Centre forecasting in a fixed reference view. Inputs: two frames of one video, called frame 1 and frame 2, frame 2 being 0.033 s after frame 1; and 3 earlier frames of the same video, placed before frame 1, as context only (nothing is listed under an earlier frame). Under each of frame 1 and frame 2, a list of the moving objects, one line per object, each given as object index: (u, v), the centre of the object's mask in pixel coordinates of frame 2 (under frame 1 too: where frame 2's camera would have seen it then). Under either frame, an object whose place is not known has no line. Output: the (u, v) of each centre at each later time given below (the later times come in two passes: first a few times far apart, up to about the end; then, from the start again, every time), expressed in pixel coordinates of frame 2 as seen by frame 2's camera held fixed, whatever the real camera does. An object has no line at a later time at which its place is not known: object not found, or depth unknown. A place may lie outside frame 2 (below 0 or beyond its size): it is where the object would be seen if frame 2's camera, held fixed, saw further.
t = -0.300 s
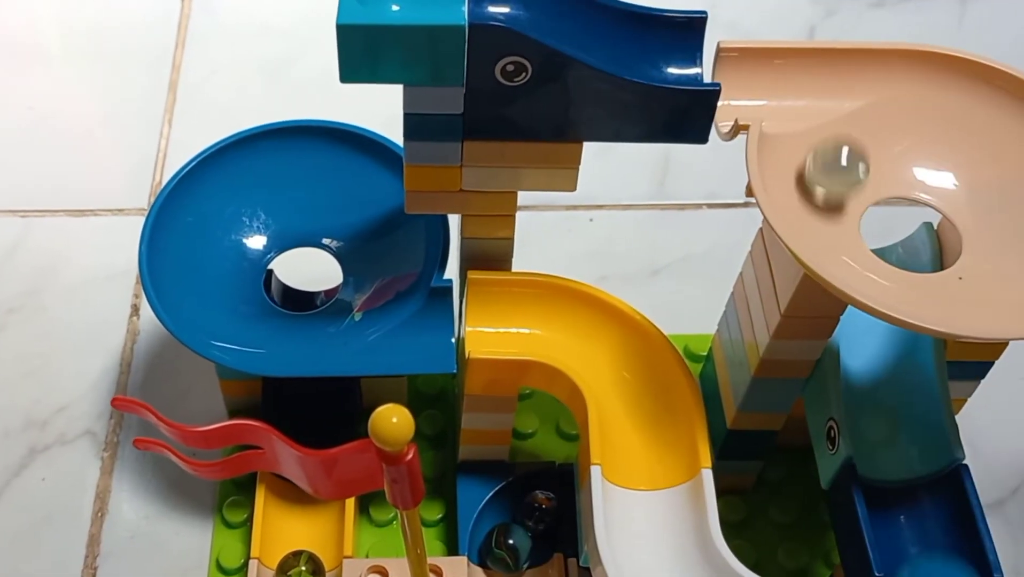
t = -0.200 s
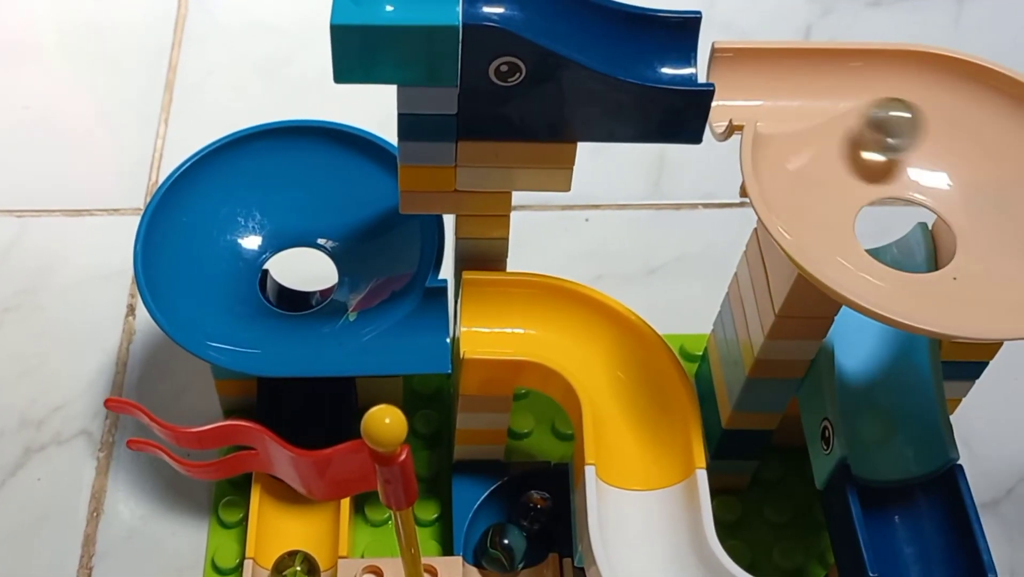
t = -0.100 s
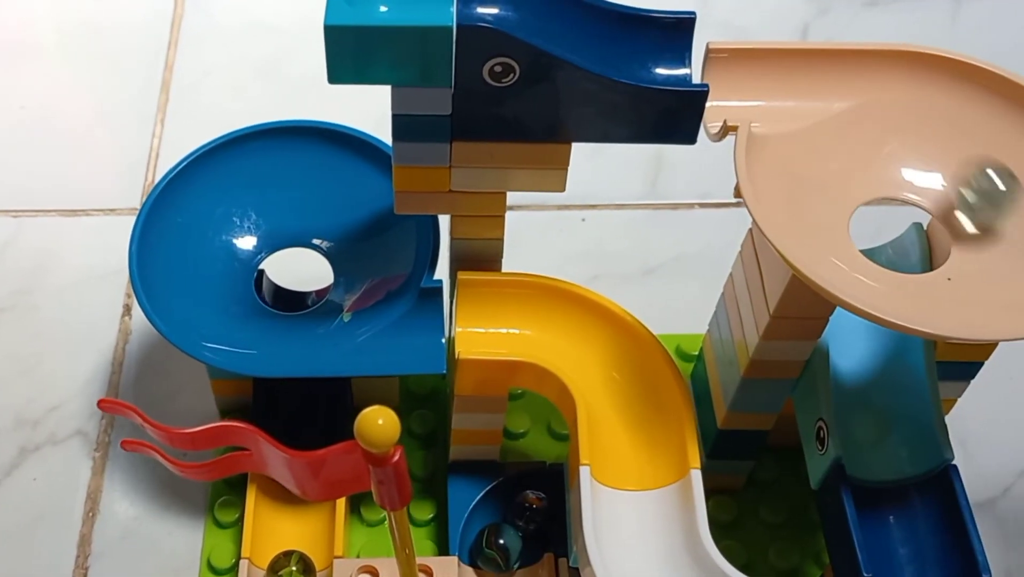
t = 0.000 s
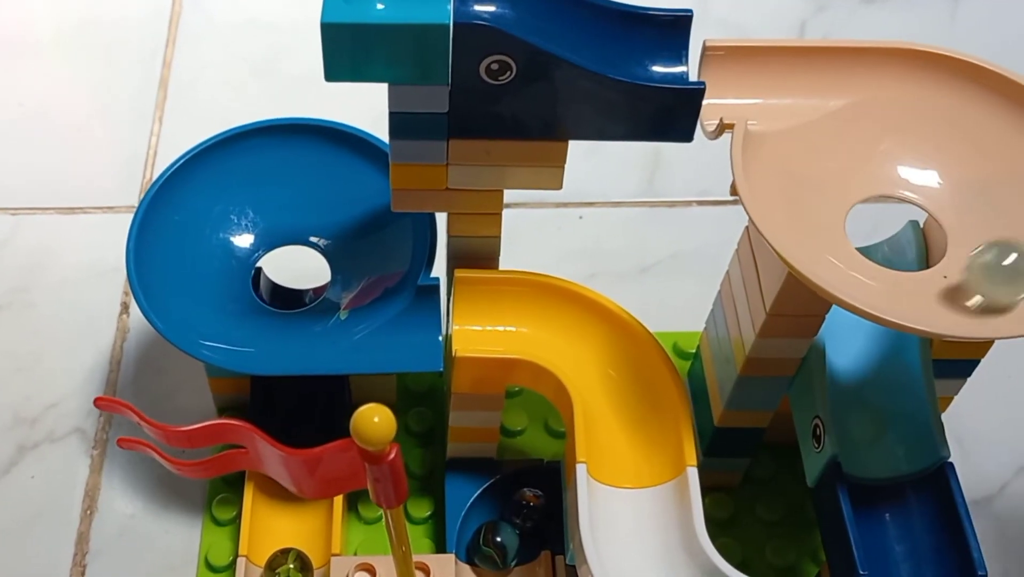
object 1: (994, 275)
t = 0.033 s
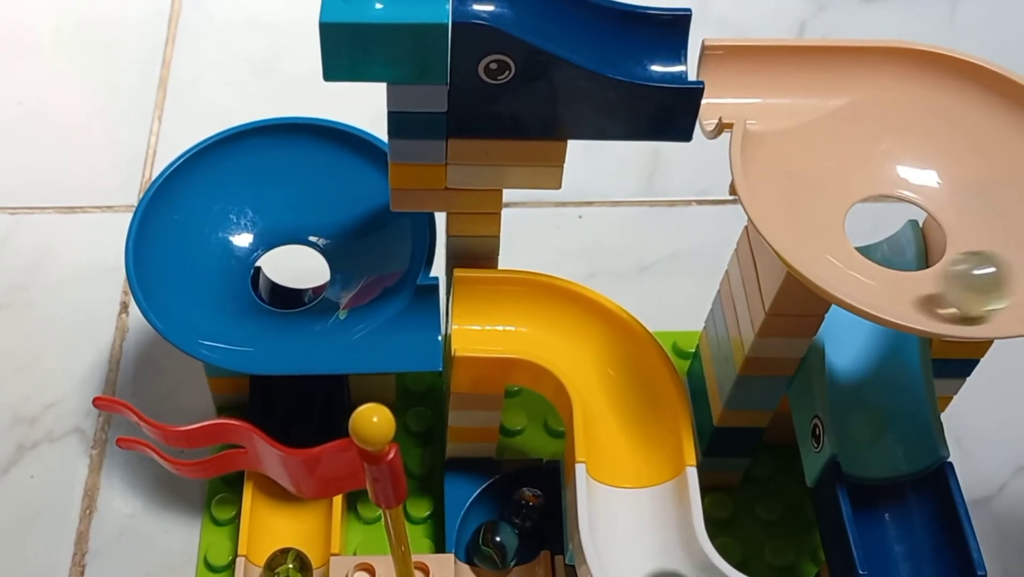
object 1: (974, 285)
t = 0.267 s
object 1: (857, 151)
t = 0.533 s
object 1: (966, 268)
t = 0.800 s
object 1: (871, 168)
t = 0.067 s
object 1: (940, 287)
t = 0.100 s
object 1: (902, 276)
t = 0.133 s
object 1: (868, 255)
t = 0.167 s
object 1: (846, 229)
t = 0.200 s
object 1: (835, 199)
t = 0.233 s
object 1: (840, 174)
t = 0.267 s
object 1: (857, 151)
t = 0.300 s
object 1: (883, 136)
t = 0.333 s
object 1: (915, 131)
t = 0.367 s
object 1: (946, 141)
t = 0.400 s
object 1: (971, 162)
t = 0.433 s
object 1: (992, 192)
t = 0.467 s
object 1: (993, 225)
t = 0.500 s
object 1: (984, 252)
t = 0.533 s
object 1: (966, 268)
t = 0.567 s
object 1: (937, 276)
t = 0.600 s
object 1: (903, 274)
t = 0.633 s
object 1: (869, 263)
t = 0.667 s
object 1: (848, 244)
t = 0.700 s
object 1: (835, 224)
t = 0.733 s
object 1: (834, 202)
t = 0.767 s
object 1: (846, 183)
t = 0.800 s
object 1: (871, 168)
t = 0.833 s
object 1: (901, 158)
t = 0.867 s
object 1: (938, 153)
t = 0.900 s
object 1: (968, 161)
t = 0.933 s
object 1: (995, 175)
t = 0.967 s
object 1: (1006, 200)
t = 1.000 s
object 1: (1004, 225)
